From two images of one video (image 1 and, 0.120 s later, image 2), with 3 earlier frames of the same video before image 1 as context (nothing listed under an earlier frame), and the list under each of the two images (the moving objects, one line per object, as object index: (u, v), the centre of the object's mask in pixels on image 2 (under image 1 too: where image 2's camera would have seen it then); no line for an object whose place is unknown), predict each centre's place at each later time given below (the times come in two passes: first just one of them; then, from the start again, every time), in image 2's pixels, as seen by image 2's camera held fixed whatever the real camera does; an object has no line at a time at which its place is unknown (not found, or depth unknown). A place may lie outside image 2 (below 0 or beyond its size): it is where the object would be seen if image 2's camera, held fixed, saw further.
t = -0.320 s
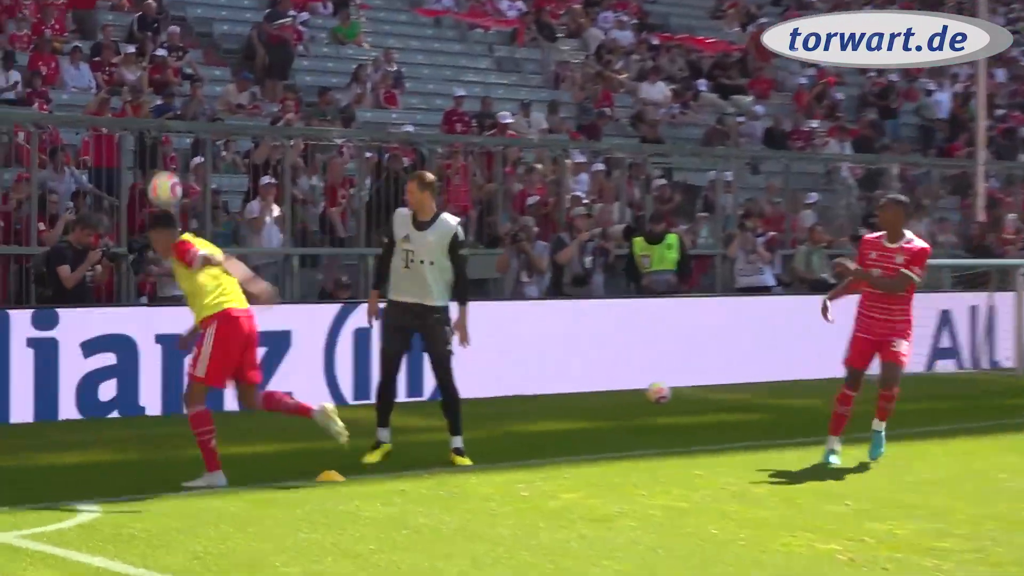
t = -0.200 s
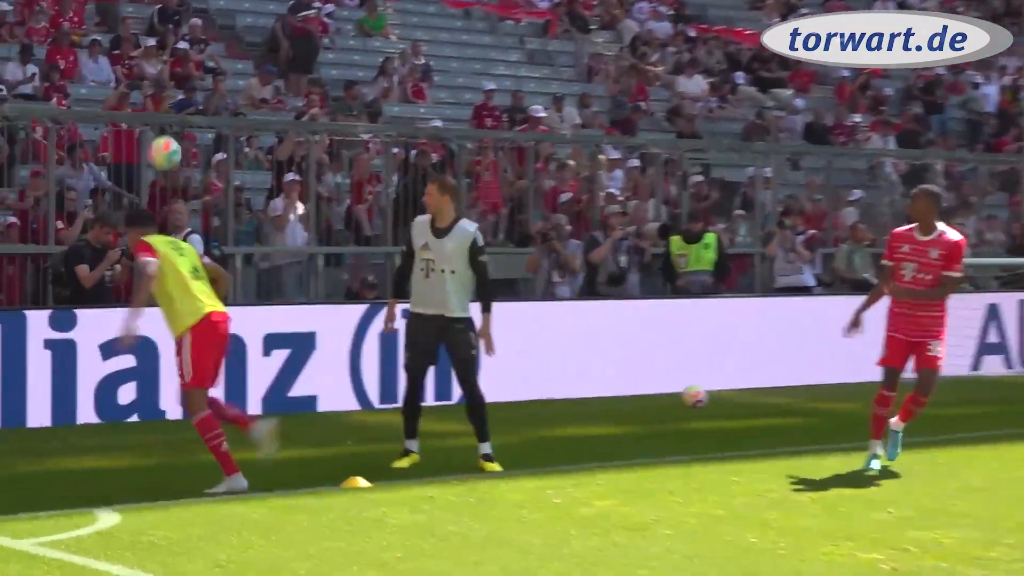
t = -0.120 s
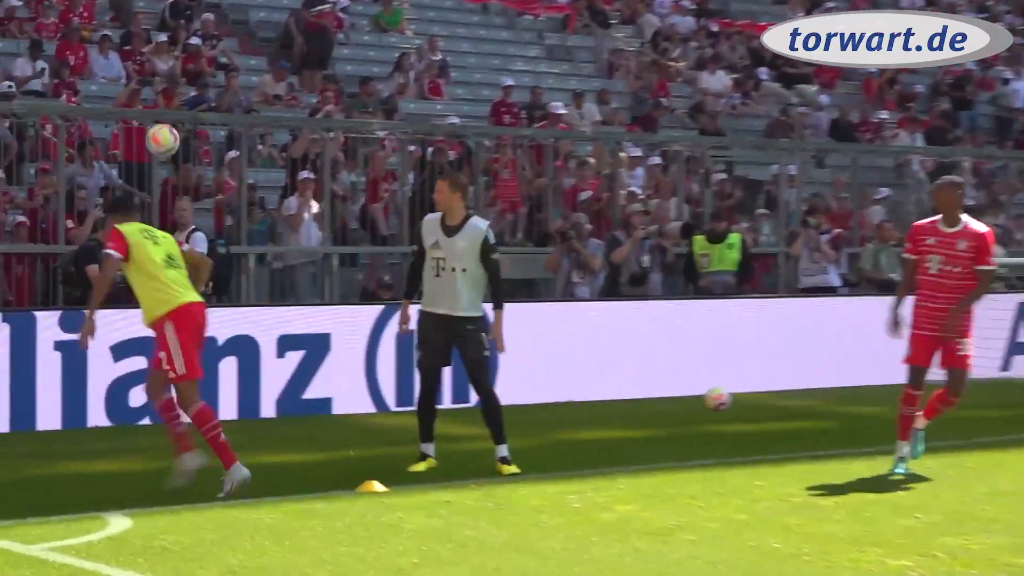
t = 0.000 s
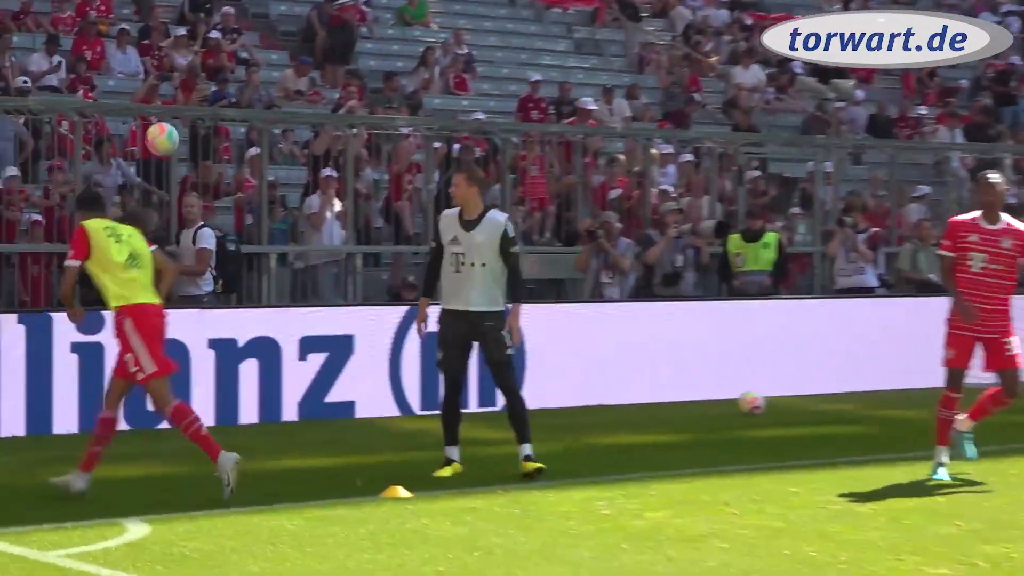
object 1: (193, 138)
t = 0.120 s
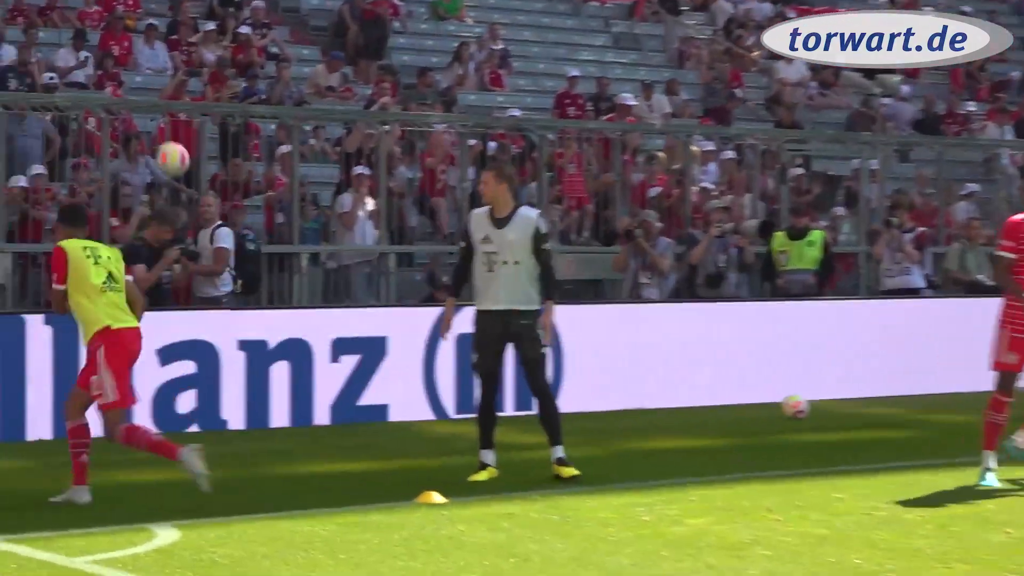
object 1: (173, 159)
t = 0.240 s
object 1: (155, 200)
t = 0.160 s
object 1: (167, 171)
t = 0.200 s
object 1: (161, 184)
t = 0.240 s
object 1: (155, 200)
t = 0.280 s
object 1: (149, 219)
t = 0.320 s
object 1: (144, 239)
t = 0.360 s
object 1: (138, 260)
